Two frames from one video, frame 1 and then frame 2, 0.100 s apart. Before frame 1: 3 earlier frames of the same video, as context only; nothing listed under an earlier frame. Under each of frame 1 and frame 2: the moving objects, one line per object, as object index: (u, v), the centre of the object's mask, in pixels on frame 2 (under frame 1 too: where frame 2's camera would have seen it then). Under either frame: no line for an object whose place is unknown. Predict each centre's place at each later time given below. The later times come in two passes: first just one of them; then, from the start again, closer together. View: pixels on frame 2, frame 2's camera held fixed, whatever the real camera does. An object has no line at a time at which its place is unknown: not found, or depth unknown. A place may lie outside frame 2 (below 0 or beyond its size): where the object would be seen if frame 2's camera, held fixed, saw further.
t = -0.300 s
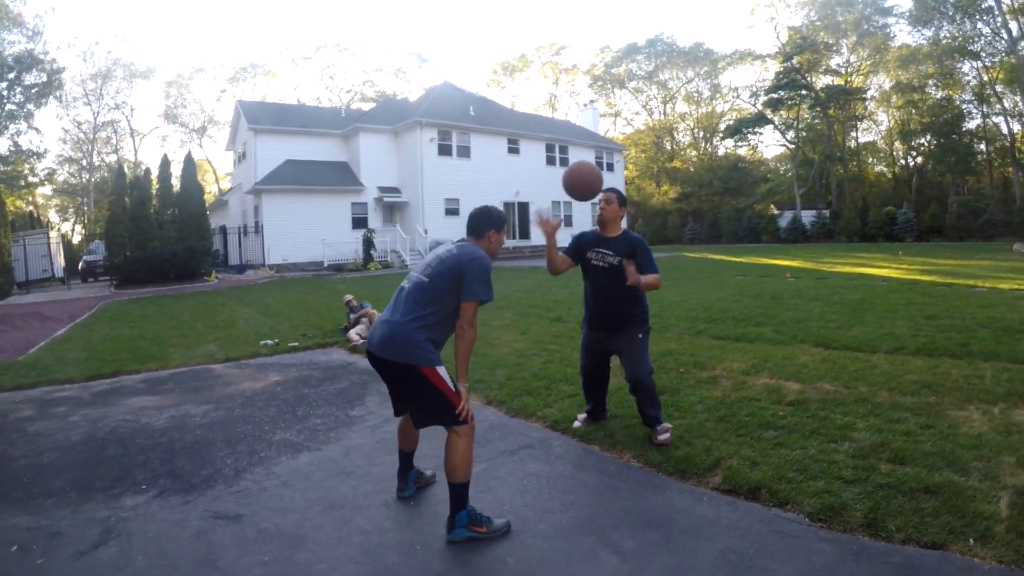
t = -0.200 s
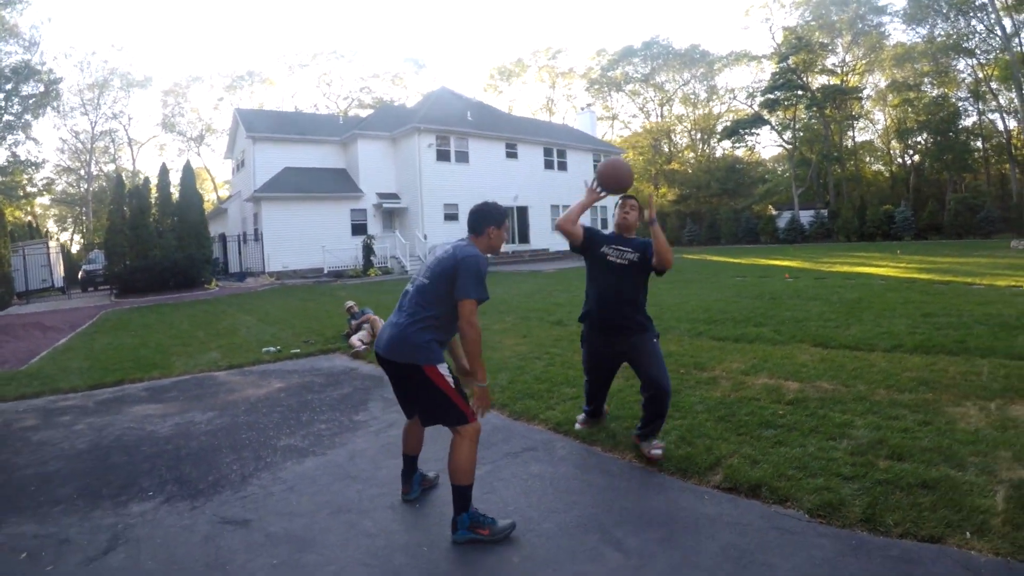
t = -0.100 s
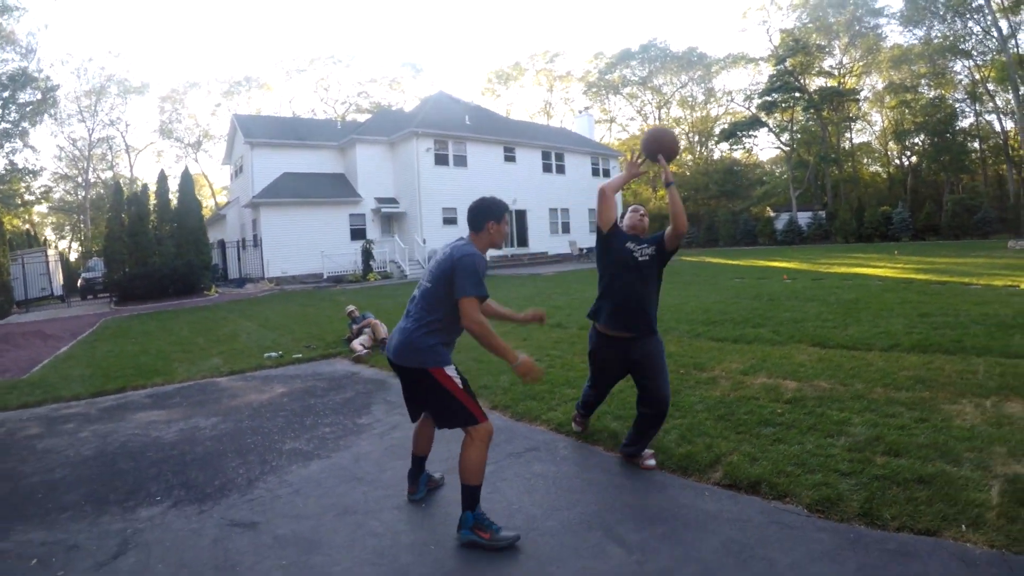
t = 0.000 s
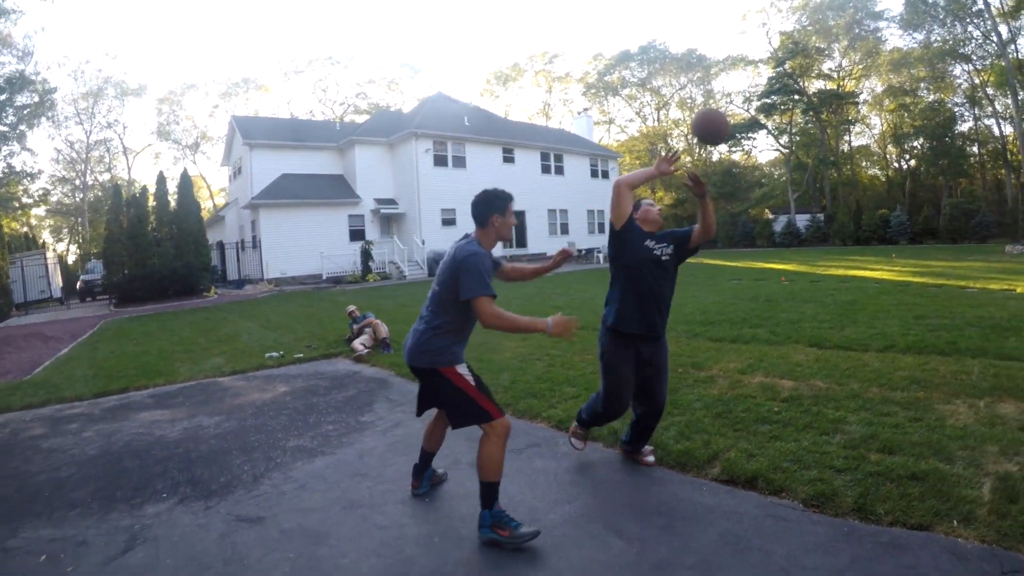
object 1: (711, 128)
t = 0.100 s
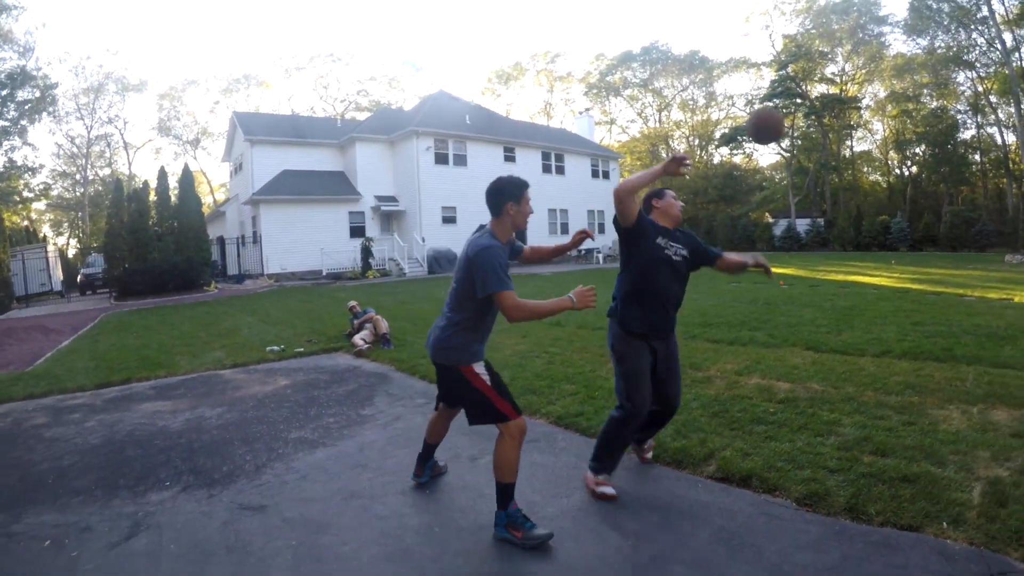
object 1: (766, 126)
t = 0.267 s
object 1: (848, 160)
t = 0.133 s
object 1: (782, 128)
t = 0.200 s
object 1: (817, 141)
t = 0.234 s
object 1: (833, 149)
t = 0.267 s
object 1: (848, 160)
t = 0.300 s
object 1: (864, 173)
